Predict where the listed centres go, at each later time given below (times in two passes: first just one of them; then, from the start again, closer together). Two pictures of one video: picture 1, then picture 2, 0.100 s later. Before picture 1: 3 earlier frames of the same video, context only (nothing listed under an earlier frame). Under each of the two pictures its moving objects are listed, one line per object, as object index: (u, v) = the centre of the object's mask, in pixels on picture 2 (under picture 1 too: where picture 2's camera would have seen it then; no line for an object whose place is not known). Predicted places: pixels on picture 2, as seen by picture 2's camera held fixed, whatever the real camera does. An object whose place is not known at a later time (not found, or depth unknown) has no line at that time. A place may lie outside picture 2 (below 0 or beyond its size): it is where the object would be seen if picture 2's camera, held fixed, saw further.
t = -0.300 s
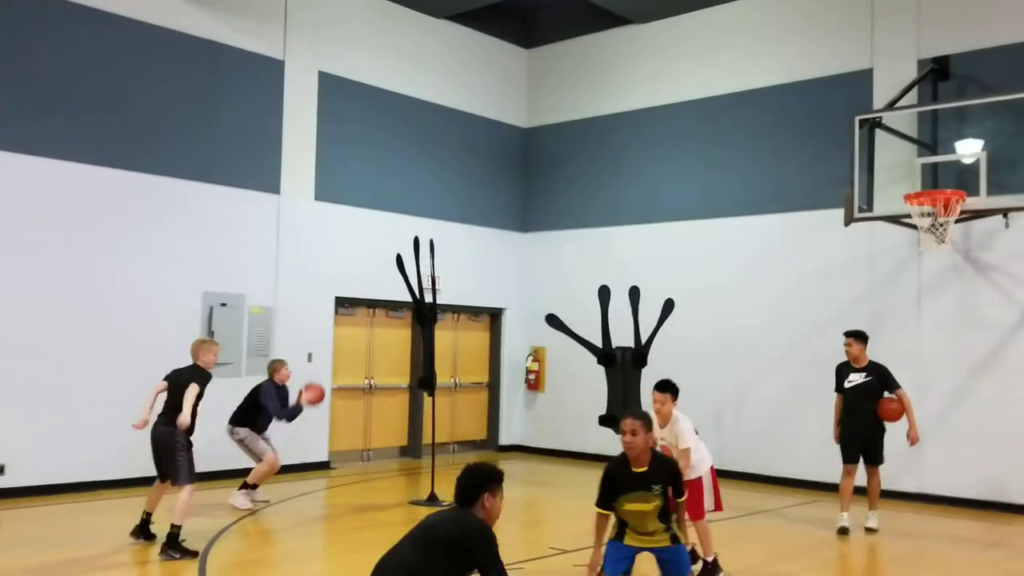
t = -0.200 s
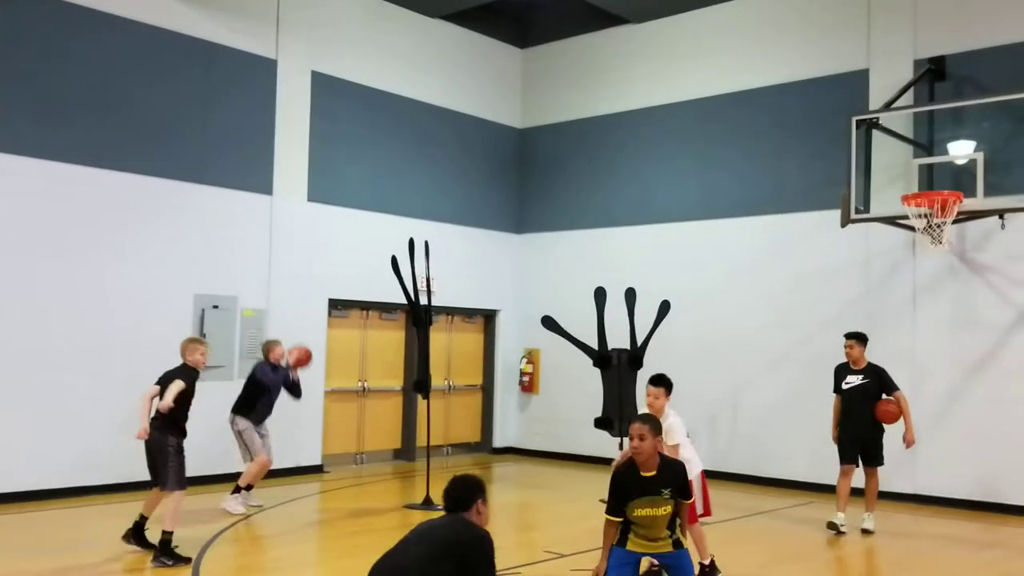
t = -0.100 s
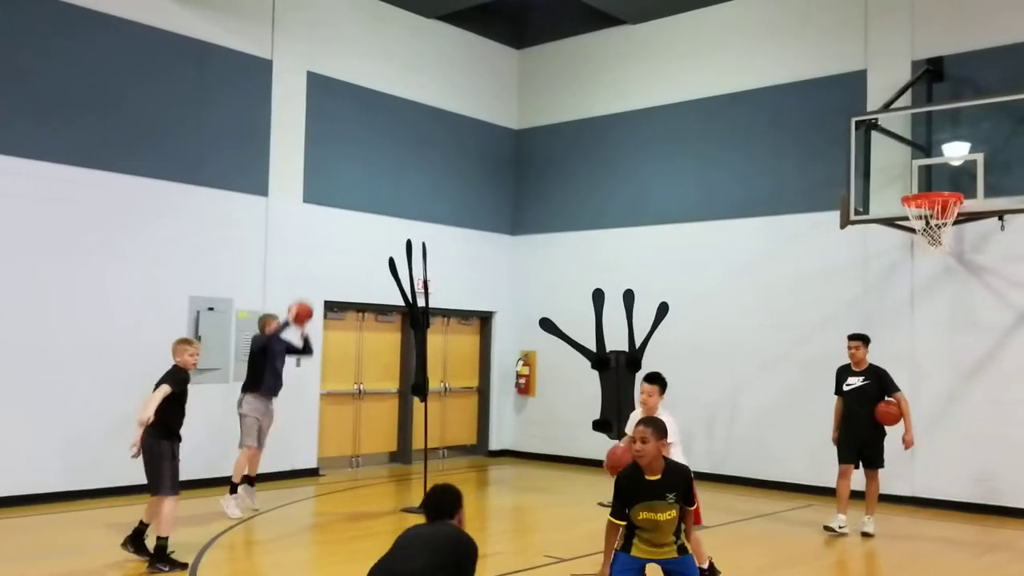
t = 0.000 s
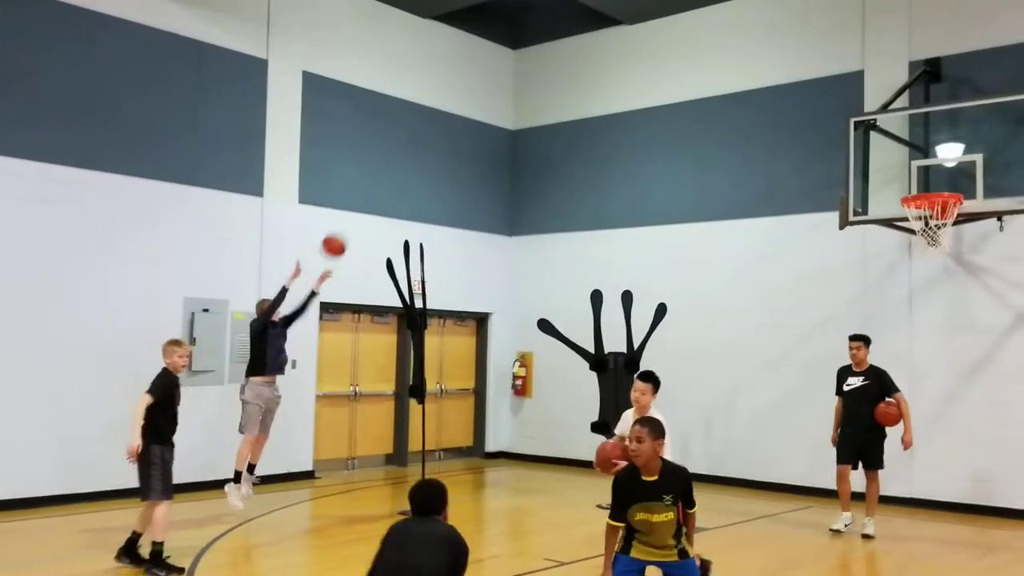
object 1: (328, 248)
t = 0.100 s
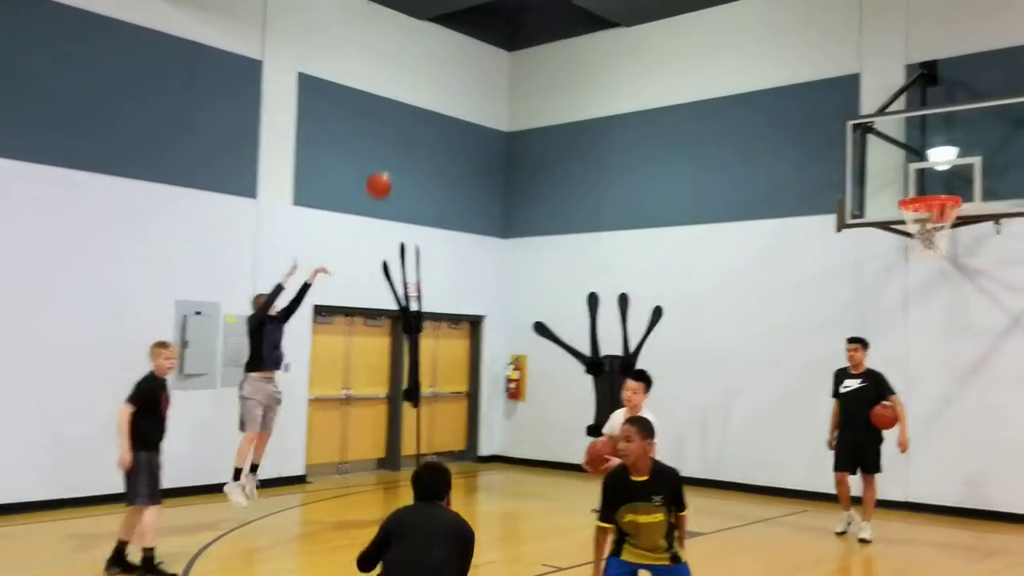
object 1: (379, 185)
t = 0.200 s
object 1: (429, 132)
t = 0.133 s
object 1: (395, 166)
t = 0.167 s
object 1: (412, 148)
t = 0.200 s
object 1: (429, 132)
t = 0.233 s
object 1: (445, 118)
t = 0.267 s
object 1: (462, 104)
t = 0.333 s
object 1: (495, 77)
